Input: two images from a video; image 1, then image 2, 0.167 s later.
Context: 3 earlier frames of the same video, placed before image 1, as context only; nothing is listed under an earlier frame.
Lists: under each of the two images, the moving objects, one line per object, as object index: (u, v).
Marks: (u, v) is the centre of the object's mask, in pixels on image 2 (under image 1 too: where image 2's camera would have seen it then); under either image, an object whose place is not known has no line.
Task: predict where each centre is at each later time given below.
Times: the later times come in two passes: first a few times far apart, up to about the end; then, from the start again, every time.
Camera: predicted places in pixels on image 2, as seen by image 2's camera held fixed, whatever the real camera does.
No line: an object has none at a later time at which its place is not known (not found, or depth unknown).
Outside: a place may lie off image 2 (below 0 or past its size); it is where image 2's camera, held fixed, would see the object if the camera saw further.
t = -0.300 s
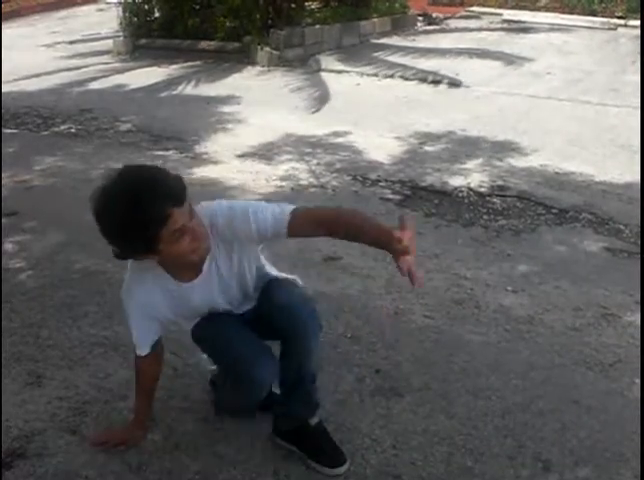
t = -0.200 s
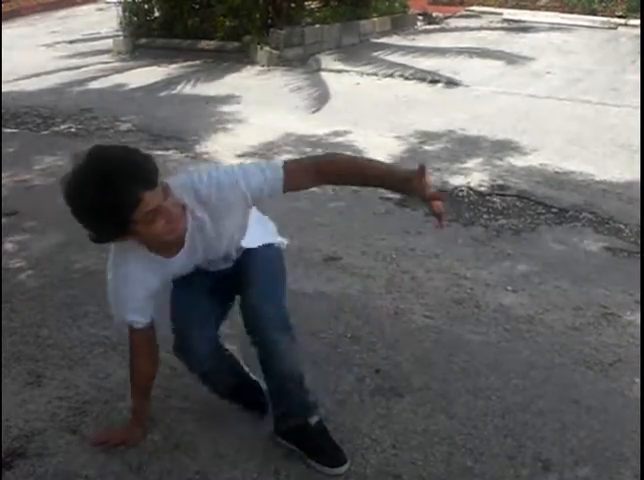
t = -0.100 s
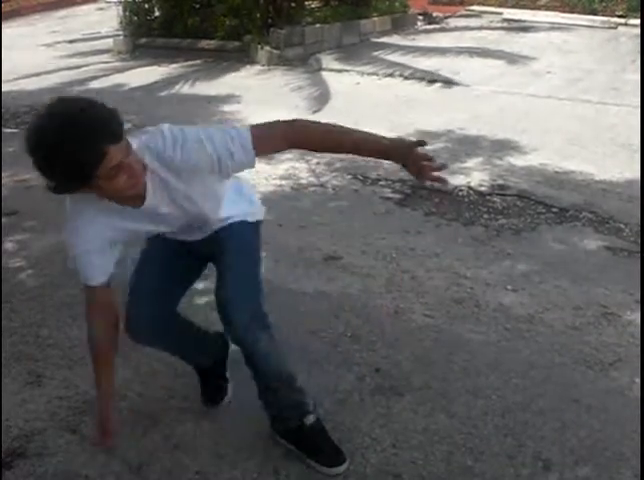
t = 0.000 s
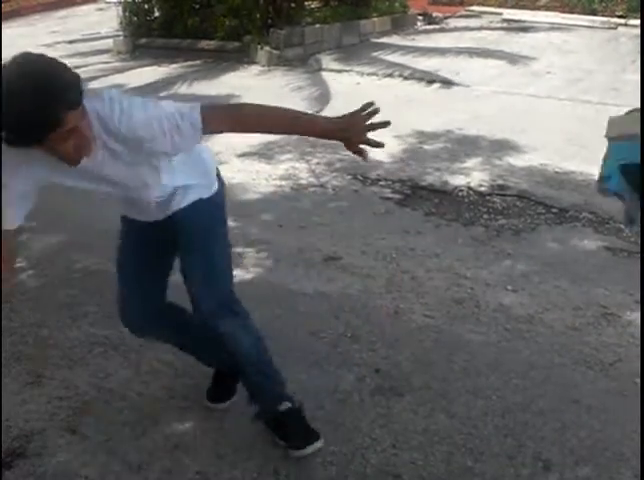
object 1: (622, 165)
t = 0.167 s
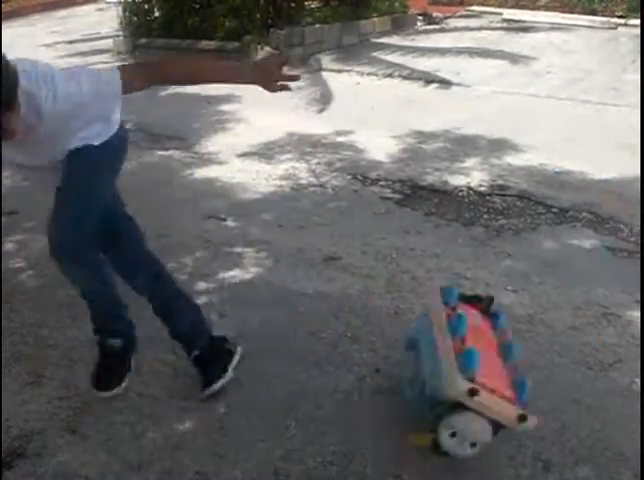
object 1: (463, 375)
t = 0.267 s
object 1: (395, 347)
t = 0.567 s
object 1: (215, 341)
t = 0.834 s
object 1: (132, 298)
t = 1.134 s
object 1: (86, 322)
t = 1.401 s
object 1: (71, 330)
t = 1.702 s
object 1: (71, 331)
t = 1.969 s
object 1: (71, 330)
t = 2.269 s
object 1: (71, 331)
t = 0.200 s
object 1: (436, 376)
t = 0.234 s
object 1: (410, 360)
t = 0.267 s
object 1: (395, 347)
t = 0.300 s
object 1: (369, 323)
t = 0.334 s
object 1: (343, 313)
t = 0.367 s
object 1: (327, 310)
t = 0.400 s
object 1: (309, 306)
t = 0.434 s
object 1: (289, 305)
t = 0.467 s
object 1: (272, 312)
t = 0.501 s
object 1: (255, 326)
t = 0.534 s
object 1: (235, 337)
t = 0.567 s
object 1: (215, 341)
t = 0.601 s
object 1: (200, 333)
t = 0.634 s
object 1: (188, 327)
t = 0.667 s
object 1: (176, 319)
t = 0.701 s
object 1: (165, 309)
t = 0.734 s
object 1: (156, 304)
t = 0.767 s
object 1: (147, 303)
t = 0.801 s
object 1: (140, 300)
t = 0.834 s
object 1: (132, 298)
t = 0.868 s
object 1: (125, 299)
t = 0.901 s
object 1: (119, 300)
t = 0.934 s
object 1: (112, 302)
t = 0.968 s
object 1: (106, 308)
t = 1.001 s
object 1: (101, 316)
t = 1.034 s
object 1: (98, 321)
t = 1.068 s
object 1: (94, 327)
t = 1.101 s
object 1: (90, 324)
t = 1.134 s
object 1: (86, 322)
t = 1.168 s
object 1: (83, 320)
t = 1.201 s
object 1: (81, 321)
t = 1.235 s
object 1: (77, 324)
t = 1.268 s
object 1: (75, 327)
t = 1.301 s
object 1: (73, 329)
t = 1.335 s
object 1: (72, 329)
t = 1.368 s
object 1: (71, 330)
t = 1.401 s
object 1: (71, 330)
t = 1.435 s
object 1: (71, 330)
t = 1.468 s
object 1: (71, 330)
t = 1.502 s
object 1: (72, 330)
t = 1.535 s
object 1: (71, 330)
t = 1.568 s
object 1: (71, 331)
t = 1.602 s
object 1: (71, 331)
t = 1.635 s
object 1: (70, 331)
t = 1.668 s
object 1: (71, 331)
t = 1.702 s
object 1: (71, 331)
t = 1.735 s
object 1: (71, 331)
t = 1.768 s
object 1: (71, 331)
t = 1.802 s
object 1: (71, 331)
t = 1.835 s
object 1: (71, 331)
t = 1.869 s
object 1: (71, 331)
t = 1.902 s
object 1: (71, 331)
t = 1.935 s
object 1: (71, 331)
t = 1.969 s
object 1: (71, 330)
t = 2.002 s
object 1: (71, 330)
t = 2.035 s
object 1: (71, 330)
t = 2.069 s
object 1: (71, 330)
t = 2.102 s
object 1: (71, 330)
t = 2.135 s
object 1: (71, 330)
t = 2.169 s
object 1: (71, 330)
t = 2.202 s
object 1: (71, 331)
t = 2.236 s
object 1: (71, 331)
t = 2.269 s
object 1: (71, 331)
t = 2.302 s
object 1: (71, 331)
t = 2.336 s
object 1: (71, 330)
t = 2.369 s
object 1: (71, 330)
